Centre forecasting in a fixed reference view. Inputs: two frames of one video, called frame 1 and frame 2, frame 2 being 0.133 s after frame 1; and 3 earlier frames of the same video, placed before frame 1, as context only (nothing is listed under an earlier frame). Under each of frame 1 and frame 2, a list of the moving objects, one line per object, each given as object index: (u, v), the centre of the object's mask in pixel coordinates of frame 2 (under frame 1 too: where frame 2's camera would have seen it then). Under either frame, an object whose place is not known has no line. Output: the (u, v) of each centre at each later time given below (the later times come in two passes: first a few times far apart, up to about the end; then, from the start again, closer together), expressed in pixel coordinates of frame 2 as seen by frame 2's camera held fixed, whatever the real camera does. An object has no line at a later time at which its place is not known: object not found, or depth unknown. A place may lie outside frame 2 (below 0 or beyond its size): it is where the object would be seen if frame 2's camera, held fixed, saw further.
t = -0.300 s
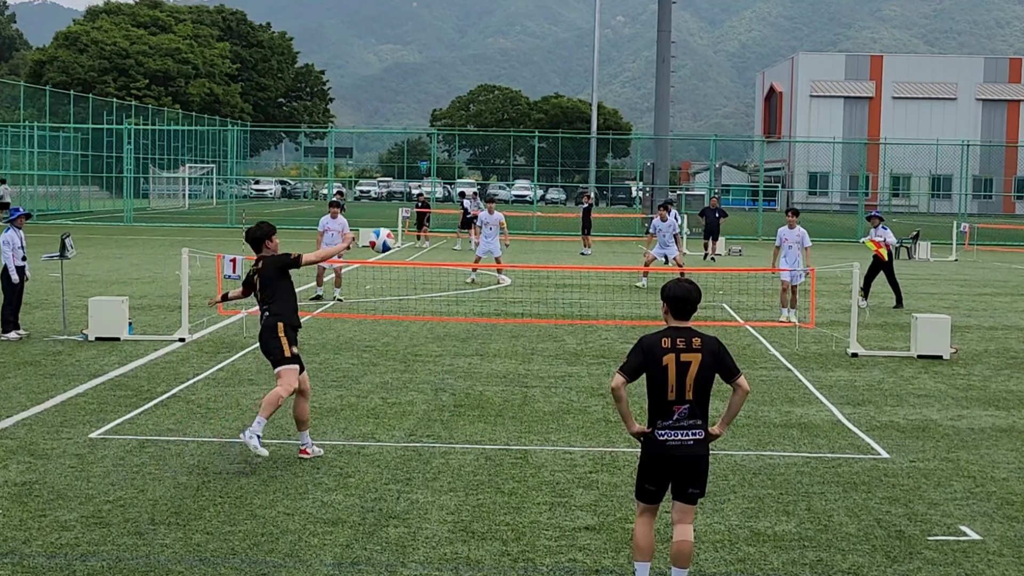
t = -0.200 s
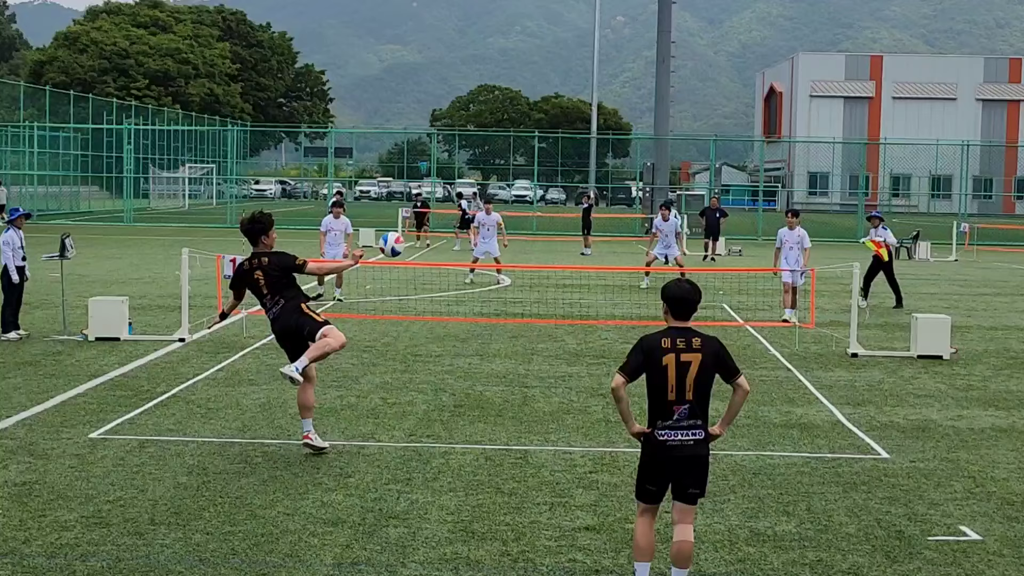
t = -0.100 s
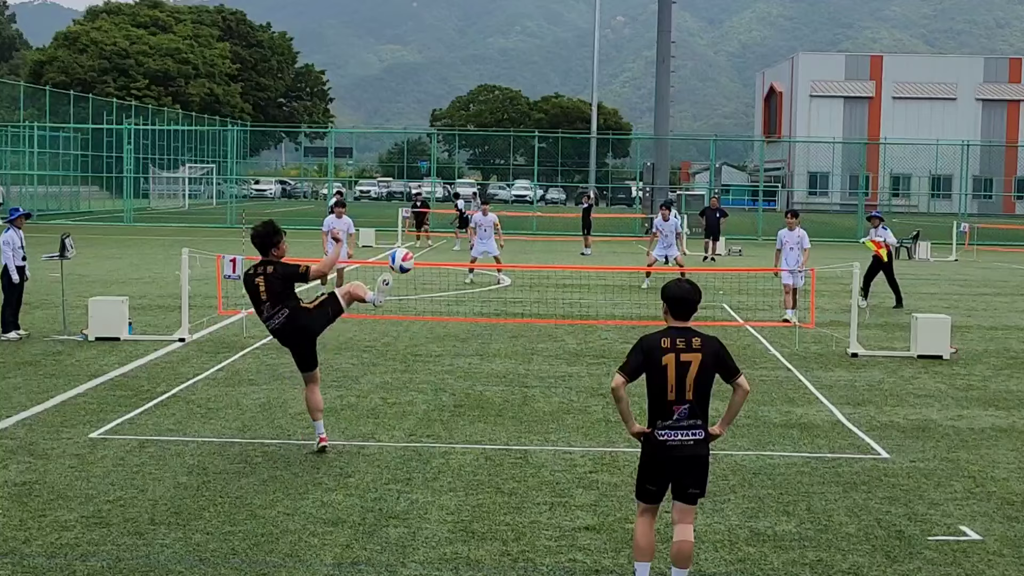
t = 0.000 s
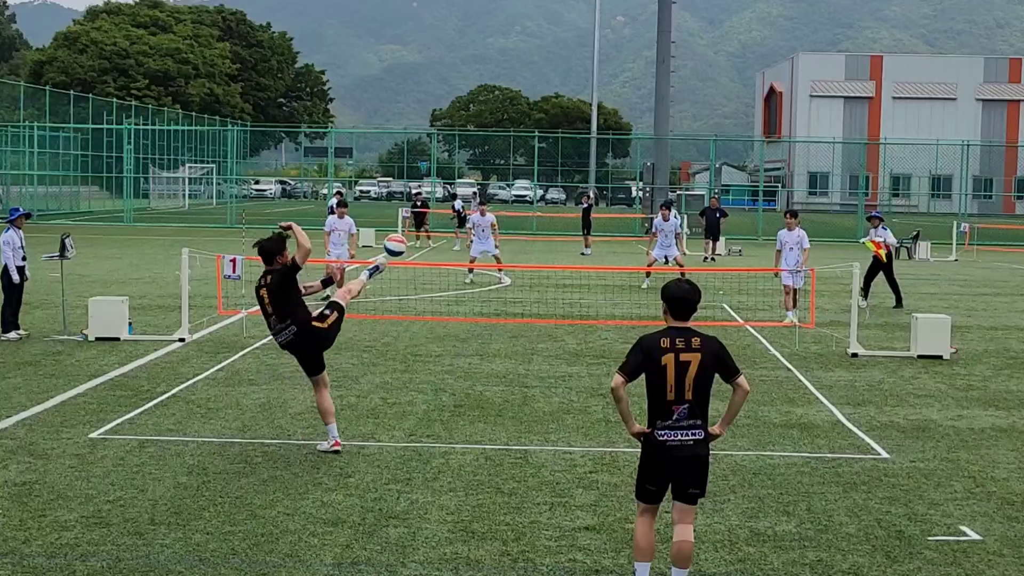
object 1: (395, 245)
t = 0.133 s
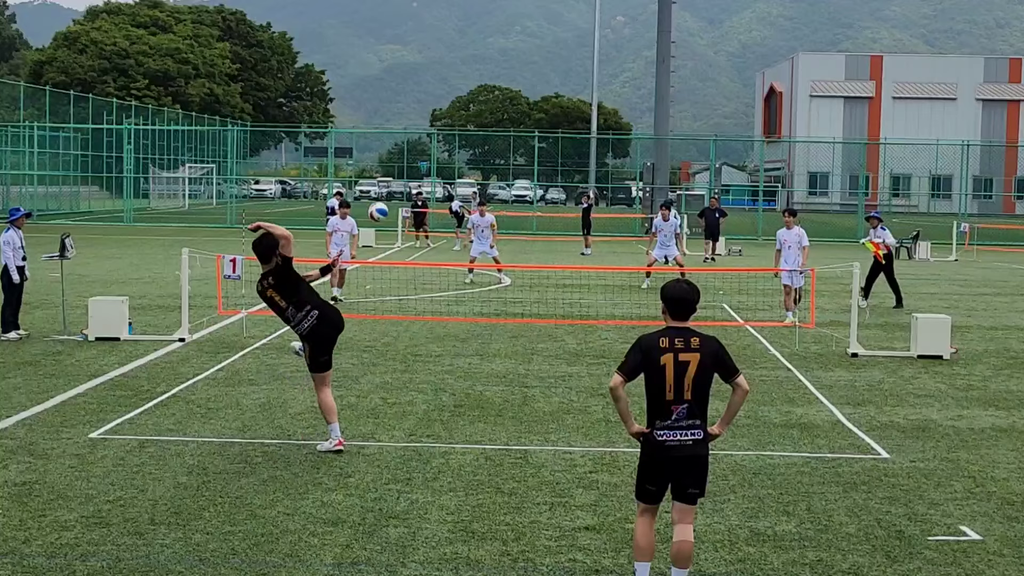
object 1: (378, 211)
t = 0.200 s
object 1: (374, 206)
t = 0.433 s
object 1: (374, 219)
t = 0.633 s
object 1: (386, 255)
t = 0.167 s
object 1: (376, 208)
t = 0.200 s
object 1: (374, 206)
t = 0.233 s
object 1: (373, 205)
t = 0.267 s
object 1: (372, 205)
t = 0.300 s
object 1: (372, 207)
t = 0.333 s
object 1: (372, 208)
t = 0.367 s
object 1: (372, 211)
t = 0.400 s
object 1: (373, 215)
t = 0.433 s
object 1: (374, 219)
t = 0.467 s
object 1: (375, 224)
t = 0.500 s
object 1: (377, 230)
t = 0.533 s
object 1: (379, 235)
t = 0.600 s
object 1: (384, 248)
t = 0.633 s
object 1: (386, 255)
